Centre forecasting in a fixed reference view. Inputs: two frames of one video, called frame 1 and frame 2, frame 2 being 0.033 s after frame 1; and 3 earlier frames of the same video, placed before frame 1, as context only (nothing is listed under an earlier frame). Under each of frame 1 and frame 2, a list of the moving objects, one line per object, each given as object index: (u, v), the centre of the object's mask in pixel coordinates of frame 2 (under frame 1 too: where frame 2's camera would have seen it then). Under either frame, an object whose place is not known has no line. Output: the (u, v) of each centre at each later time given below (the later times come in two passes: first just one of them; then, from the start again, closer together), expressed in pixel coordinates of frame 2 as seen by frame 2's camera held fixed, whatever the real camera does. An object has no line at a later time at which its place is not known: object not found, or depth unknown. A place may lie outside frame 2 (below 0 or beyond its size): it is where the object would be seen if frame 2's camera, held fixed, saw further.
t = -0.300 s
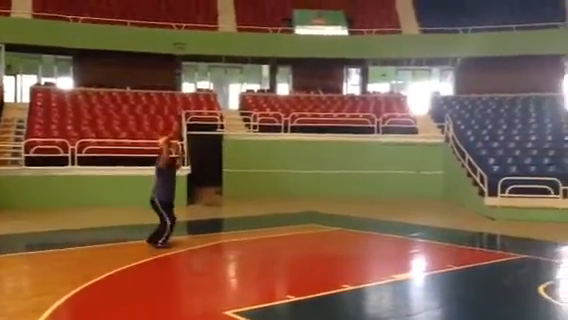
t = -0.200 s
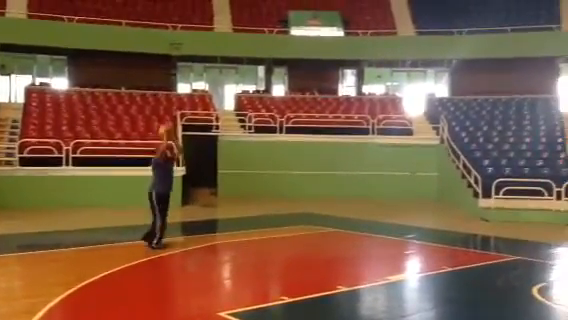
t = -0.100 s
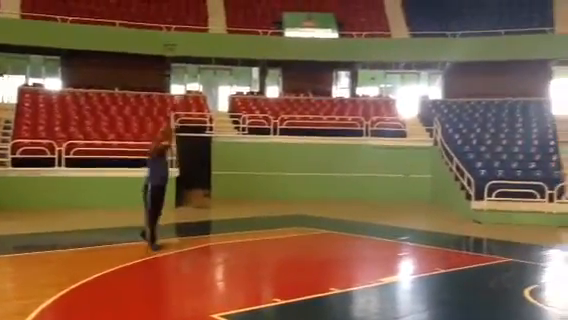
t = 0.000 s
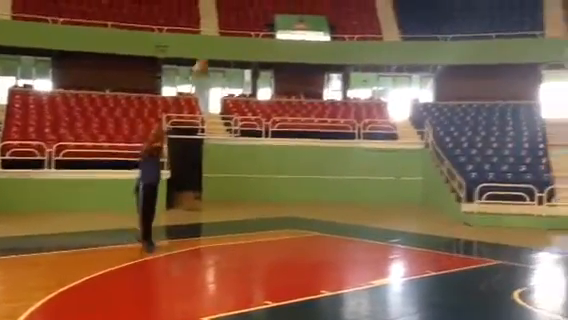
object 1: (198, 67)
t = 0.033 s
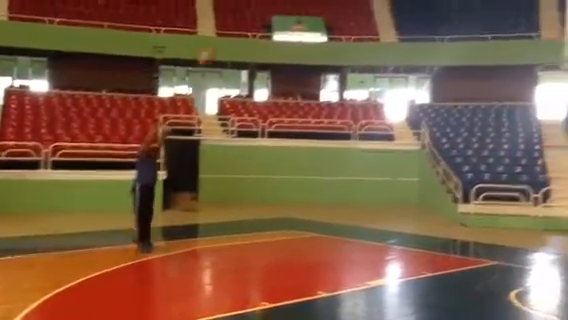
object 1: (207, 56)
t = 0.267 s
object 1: (285, -3)
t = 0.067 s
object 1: (218, 47)
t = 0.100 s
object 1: (228, 37)
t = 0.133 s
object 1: (239, 28)
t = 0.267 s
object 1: (285, -3)
